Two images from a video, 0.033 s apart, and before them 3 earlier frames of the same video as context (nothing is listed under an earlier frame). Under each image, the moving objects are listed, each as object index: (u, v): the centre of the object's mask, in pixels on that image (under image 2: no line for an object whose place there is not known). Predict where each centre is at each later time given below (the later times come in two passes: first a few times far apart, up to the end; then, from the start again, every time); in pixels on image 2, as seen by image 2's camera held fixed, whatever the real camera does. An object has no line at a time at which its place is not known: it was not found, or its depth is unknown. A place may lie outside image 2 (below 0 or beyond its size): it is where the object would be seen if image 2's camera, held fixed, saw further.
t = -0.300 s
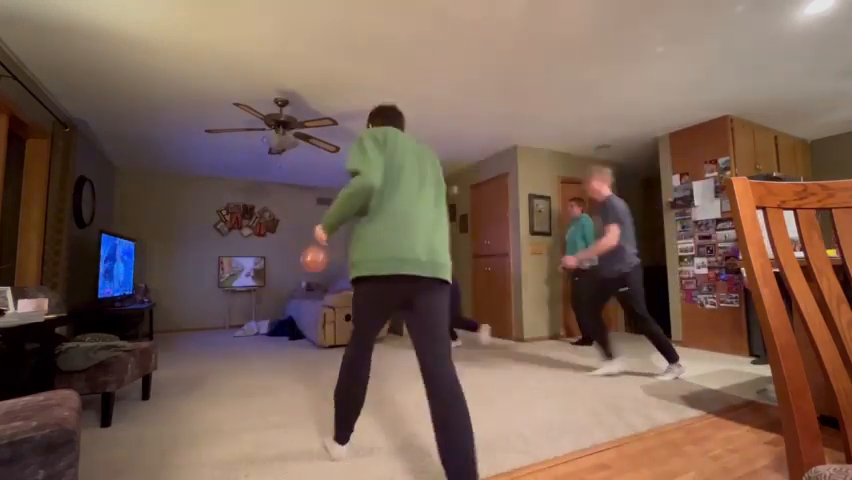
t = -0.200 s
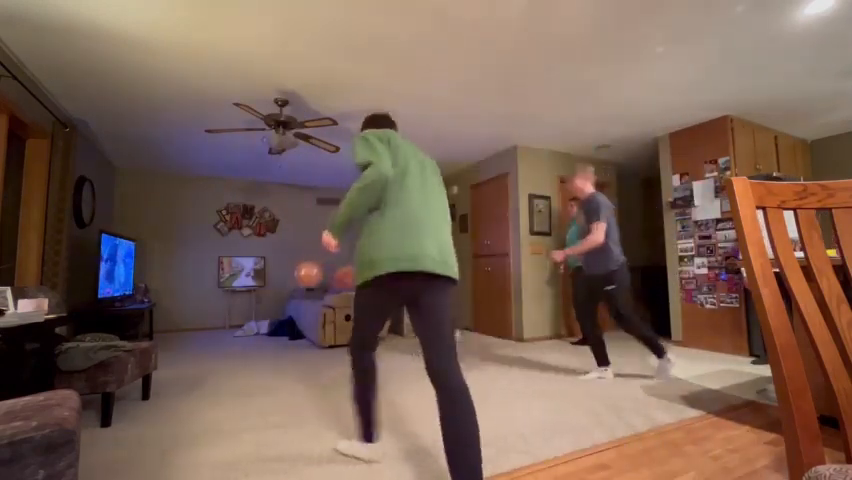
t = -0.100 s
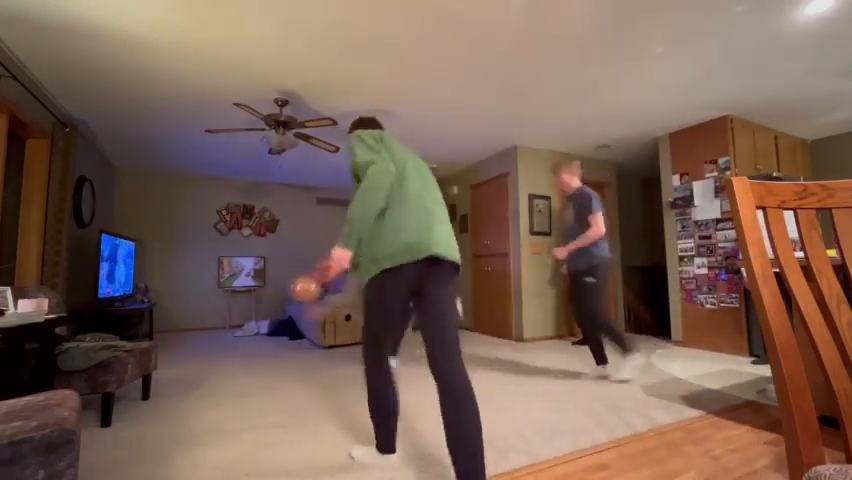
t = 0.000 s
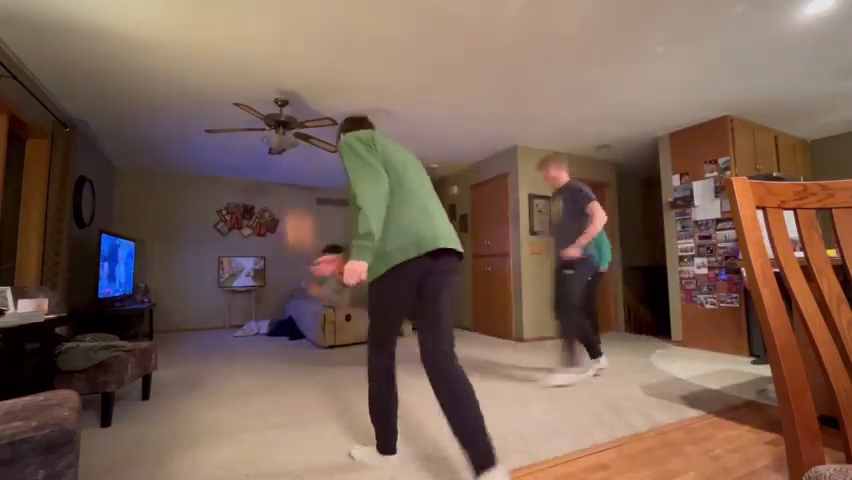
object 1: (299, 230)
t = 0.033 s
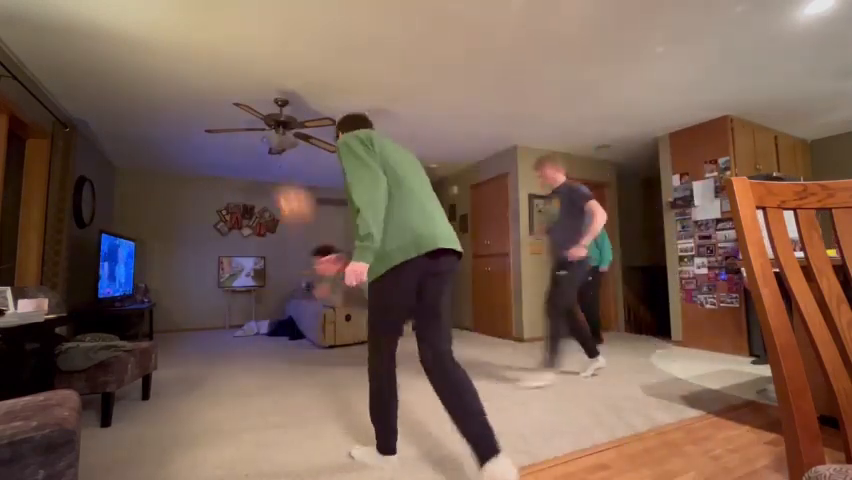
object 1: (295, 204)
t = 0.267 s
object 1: (268, 127)
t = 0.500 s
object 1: (276, 84)
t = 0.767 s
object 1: (275, 36)
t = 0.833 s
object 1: (270, 22)
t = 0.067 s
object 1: (286, 182)
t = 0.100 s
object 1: (277, 170)
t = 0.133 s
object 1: (271, 159)
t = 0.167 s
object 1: (267, 150)
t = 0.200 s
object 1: (266, 143)
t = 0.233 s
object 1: (267, 135)
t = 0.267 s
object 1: (268, 127)
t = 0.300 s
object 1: (269, 120)
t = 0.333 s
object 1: (270, 113)
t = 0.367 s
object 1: (271, 107)
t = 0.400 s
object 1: (272, 101)
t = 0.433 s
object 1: (274, 97)
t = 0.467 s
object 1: (274, 90)
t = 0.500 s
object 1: (276, 84)
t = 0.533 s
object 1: (277, 78)
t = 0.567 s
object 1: (278, 72)
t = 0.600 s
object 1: (279, 66)
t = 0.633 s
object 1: (279, 61)
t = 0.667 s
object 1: (279, 54)
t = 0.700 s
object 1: (278, 48)
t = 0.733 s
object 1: (277, 42)
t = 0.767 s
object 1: (275, 36)
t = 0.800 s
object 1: (272, 29)
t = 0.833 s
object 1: (270, 22)
